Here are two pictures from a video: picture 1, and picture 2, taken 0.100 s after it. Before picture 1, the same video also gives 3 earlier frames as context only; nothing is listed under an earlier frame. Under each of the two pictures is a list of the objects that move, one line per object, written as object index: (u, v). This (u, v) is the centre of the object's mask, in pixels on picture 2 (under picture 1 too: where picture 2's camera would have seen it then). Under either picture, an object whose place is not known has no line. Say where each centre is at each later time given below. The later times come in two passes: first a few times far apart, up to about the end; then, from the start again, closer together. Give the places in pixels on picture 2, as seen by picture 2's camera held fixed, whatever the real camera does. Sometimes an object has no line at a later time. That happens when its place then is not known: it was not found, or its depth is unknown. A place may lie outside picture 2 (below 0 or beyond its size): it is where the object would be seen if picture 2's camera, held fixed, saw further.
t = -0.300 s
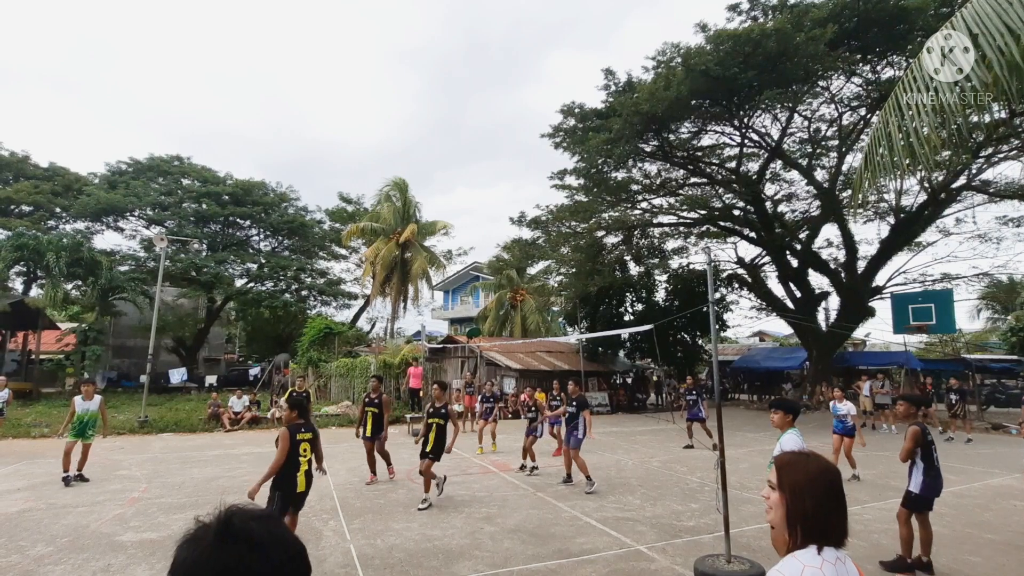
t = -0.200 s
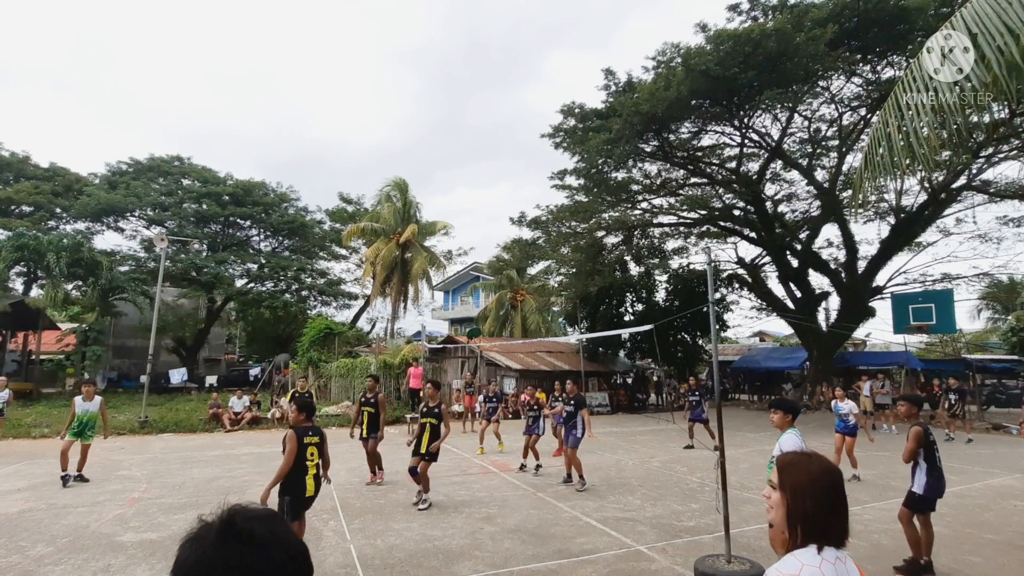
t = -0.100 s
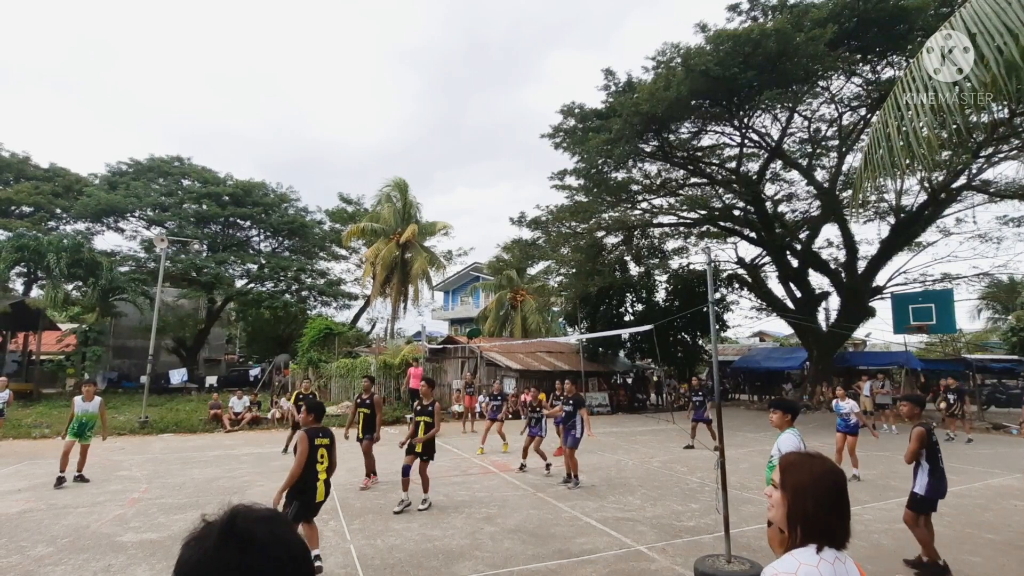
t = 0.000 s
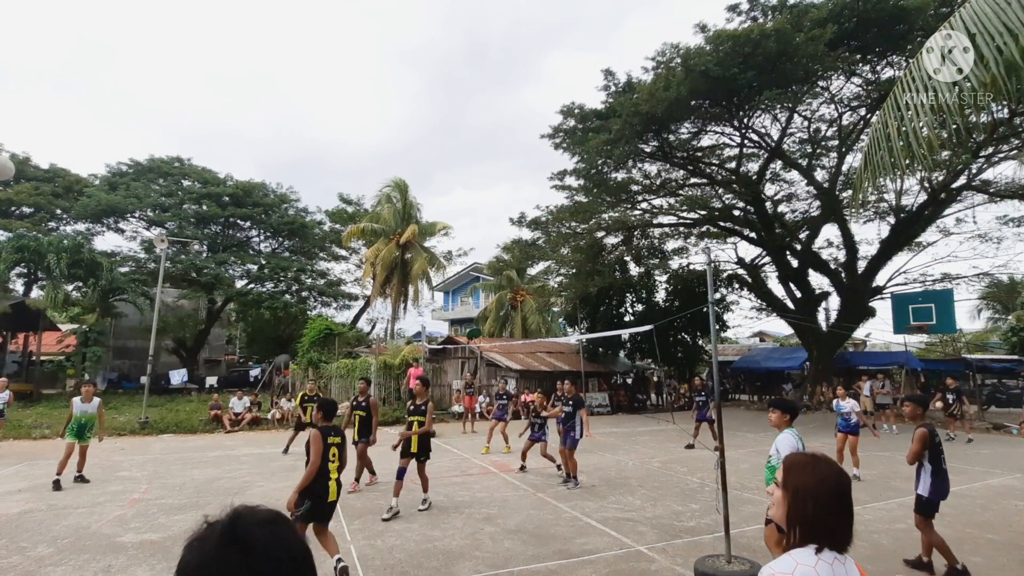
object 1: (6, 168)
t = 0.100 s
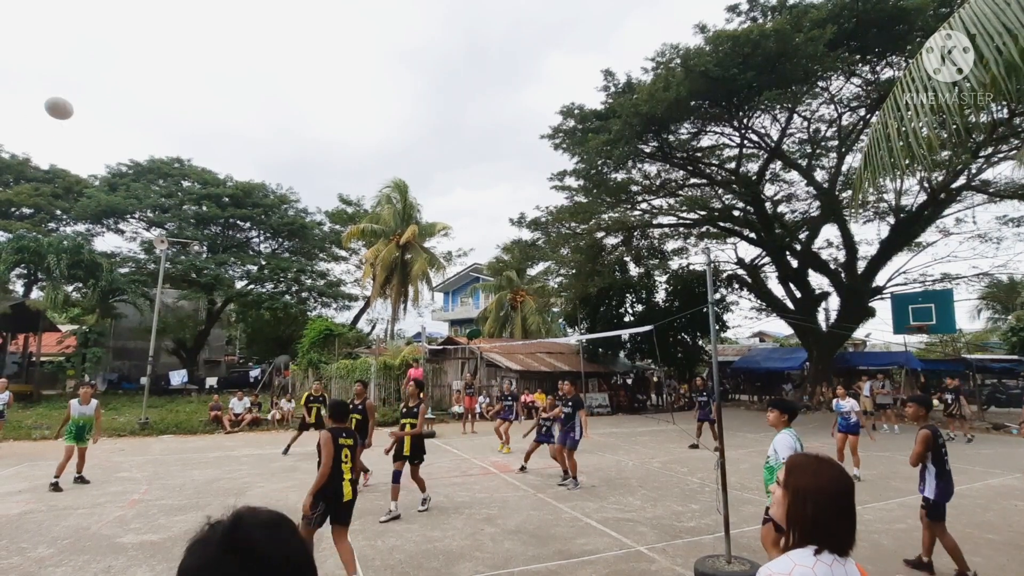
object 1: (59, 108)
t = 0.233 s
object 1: (123, 58)
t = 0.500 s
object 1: (211, 23)
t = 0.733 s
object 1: (261, 37)
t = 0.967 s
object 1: (298, 81)
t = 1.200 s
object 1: (326, 148)
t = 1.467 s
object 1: (350, 247)
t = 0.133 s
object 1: (76, 93)
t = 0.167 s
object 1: (93, 79)
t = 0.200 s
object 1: (108, 67)
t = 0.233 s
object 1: (123, 58)
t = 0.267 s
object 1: (137, 49)
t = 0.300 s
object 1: (149, 42)
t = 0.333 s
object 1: (161, 36)
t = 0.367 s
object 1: (172, 32)
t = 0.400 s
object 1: (182, 28)
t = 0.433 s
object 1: (193, 25)
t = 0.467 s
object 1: (202, 23)
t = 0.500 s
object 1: (211, 23)
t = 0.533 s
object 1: (219, 22)
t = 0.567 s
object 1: (227, 23)
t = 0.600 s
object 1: (235, 25)
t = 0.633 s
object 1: (242, 26)
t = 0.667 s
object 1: (248, 29)
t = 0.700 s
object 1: (255, 33)
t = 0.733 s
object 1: (261, 37)
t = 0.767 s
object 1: (267, 42)
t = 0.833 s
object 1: (279, 53)
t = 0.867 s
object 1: (284, 59)
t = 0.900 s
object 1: (289, 66)
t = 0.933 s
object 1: (294, 73)
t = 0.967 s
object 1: (298, 81)
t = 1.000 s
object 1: (302, 89)
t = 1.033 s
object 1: (307, 98)
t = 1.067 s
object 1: (311, 107)
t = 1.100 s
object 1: (315, 117)
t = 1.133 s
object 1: (319, 127)
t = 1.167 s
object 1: (322, 137)
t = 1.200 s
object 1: (326, 148)
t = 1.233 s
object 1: (329, 159)
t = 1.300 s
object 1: (335, 183)
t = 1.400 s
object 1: (344, 219)
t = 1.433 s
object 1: (347, 233)
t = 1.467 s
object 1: (350, 247)
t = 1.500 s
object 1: (353, 261)
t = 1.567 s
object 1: (356, 288)
